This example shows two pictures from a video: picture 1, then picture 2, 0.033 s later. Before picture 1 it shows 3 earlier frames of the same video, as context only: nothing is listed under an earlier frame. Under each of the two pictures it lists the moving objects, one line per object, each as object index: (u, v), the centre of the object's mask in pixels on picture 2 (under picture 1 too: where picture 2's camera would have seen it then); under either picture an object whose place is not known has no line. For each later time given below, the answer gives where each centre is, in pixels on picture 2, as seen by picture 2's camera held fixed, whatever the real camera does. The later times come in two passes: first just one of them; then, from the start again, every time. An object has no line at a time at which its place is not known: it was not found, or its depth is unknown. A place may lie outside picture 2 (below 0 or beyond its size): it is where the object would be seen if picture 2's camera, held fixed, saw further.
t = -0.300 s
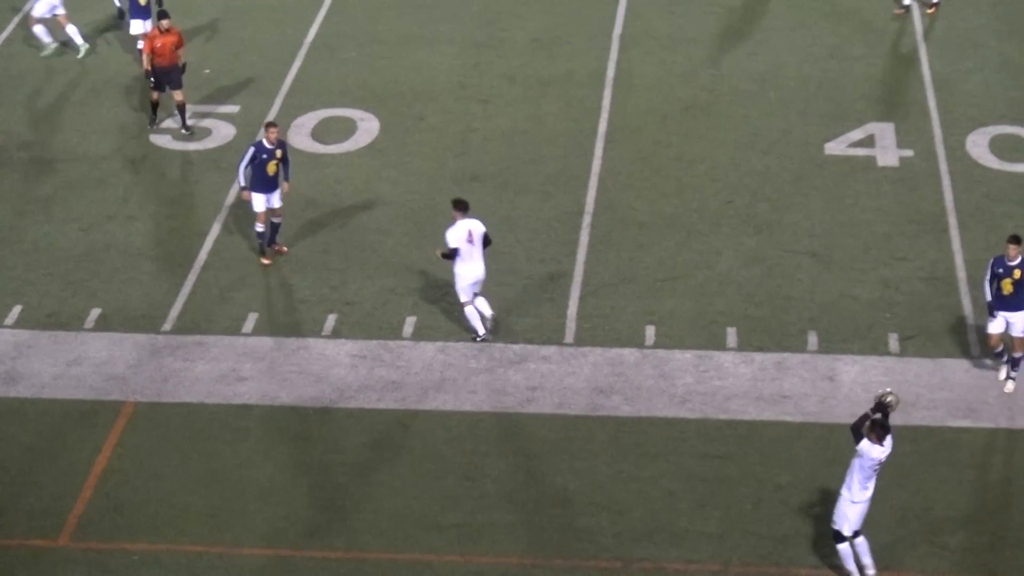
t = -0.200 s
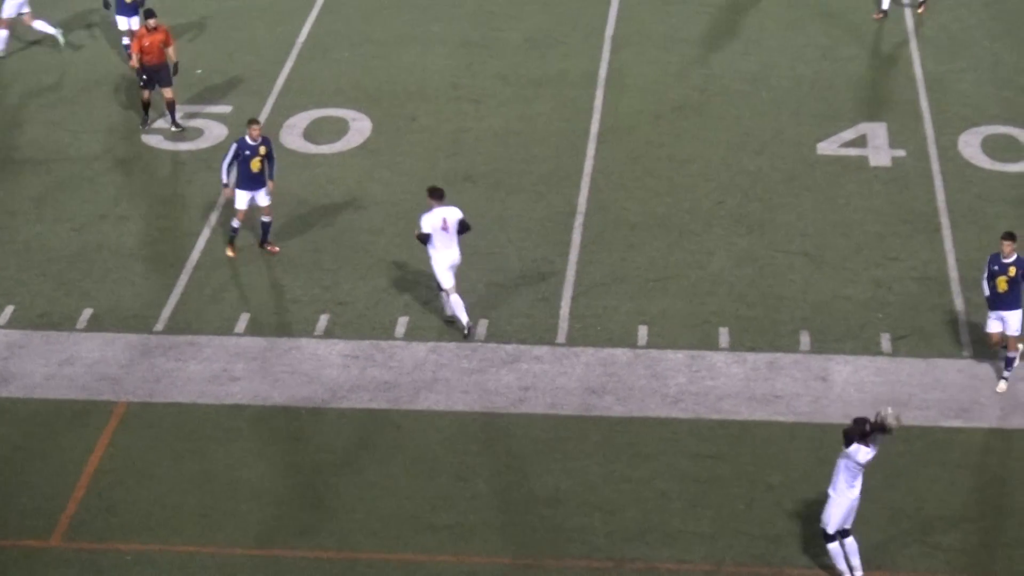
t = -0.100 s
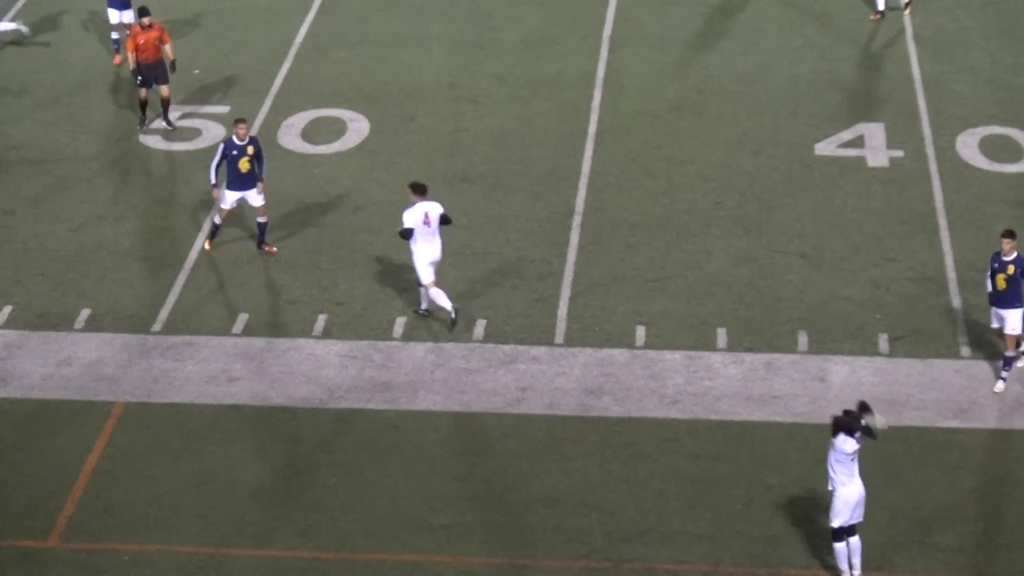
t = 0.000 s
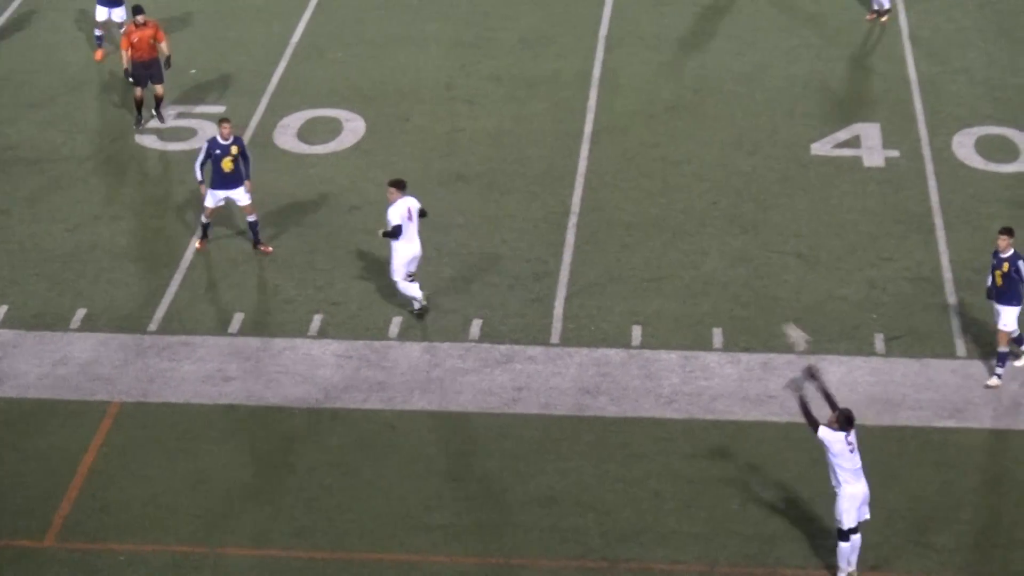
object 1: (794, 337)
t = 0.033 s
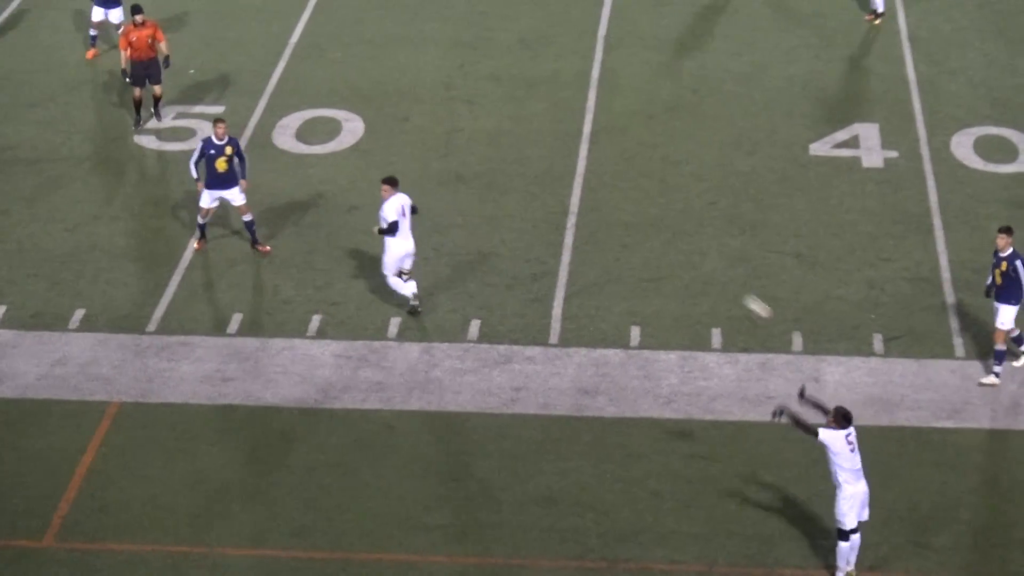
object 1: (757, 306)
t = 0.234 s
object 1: (545, 161)
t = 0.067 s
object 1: (720, 280)
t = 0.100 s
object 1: (683, 254)
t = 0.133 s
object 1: (648, 230)
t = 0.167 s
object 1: (612, 205)
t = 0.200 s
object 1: (578, 185)
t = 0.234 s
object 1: (545, 161)
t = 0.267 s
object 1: (512, 142)
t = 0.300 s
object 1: (480, 125)
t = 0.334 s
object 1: (449, 108)
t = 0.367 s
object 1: (419, 92)
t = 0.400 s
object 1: (388, 80)
